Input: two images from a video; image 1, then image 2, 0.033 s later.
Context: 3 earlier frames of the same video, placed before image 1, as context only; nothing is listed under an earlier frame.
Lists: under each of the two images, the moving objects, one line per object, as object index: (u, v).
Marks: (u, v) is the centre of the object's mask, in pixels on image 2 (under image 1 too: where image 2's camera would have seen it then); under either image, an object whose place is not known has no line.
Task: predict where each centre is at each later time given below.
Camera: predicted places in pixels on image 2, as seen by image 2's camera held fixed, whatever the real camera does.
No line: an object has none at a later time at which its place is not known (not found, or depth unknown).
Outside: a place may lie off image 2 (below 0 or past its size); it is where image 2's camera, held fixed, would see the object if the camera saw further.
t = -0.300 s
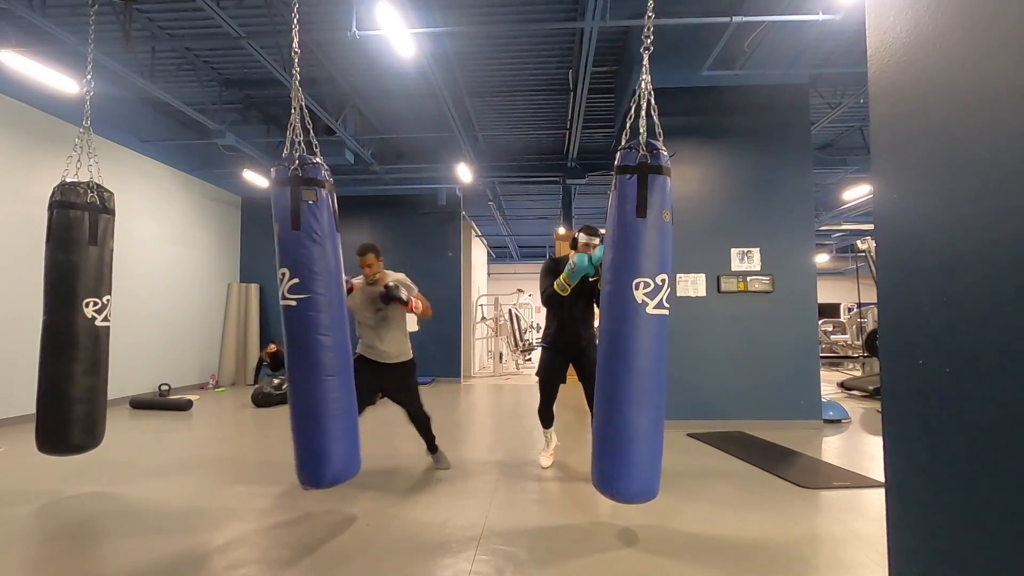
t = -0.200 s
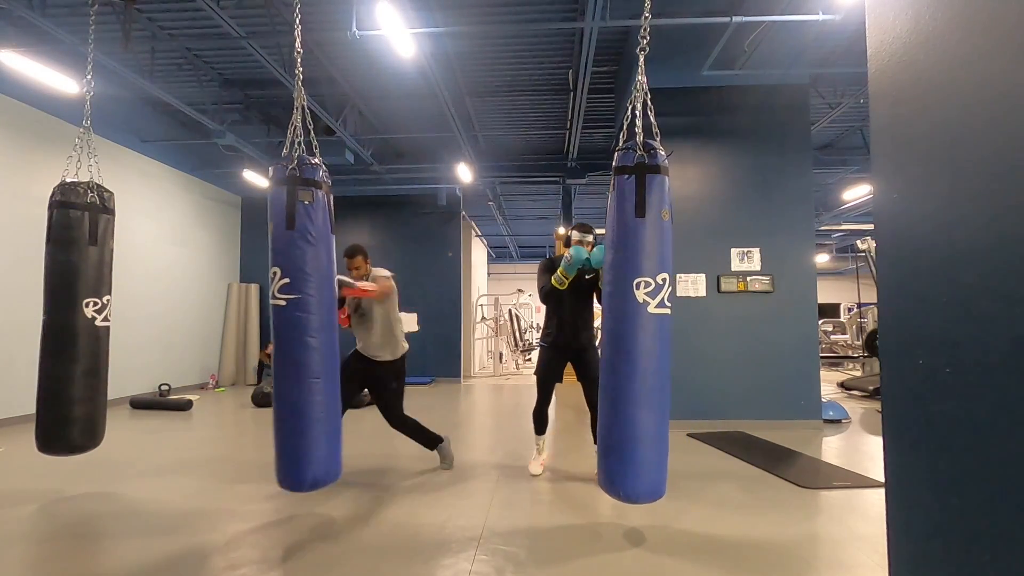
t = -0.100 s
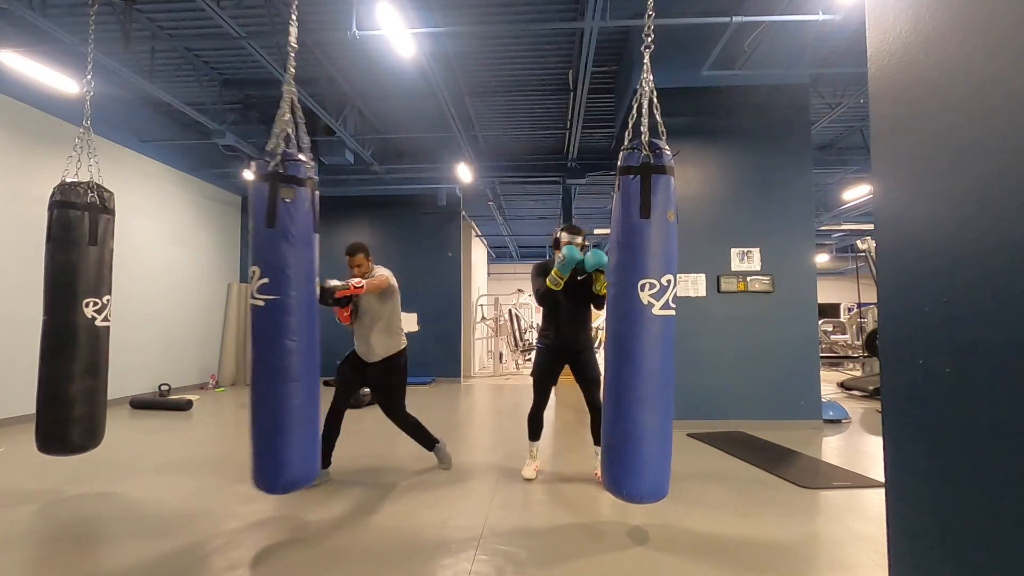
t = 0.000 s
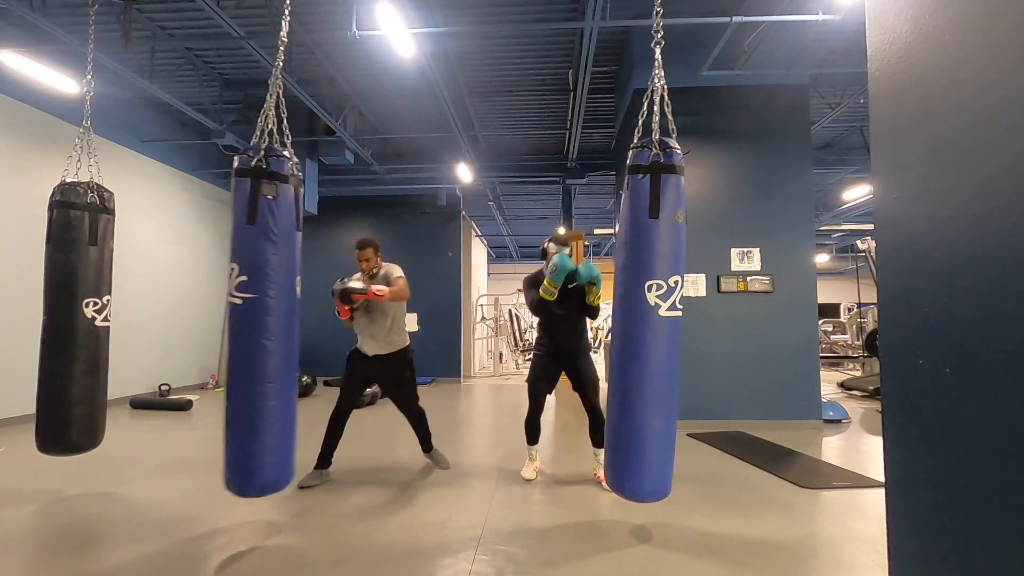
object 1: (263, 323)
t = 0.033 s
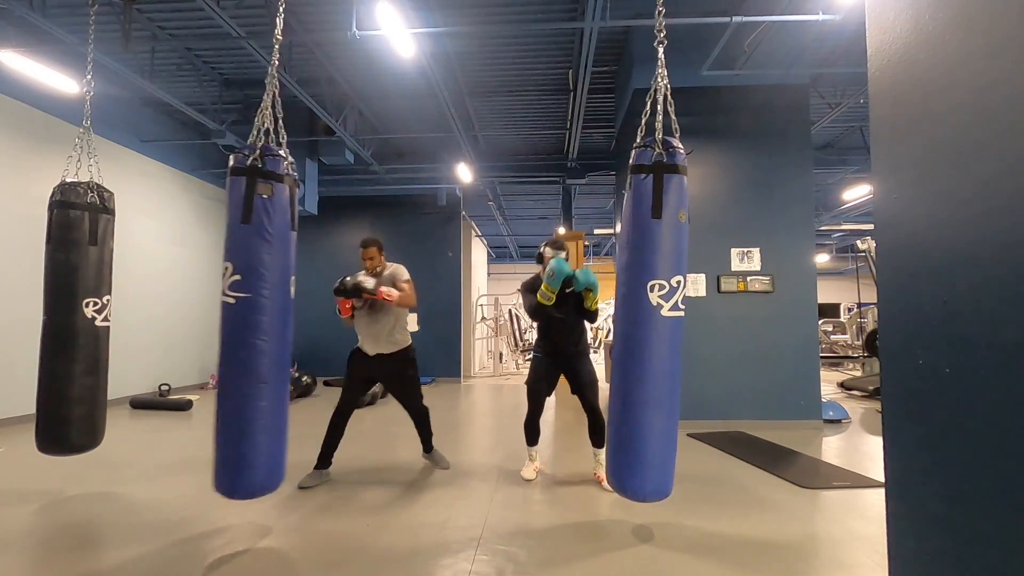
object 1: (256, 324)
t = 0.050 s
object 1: (253, 324)
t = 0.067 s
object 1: (249, 326)
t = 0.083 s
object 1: (245, 326)
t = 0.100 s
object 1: (242, 327)
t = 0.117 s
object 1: (239, 327)
